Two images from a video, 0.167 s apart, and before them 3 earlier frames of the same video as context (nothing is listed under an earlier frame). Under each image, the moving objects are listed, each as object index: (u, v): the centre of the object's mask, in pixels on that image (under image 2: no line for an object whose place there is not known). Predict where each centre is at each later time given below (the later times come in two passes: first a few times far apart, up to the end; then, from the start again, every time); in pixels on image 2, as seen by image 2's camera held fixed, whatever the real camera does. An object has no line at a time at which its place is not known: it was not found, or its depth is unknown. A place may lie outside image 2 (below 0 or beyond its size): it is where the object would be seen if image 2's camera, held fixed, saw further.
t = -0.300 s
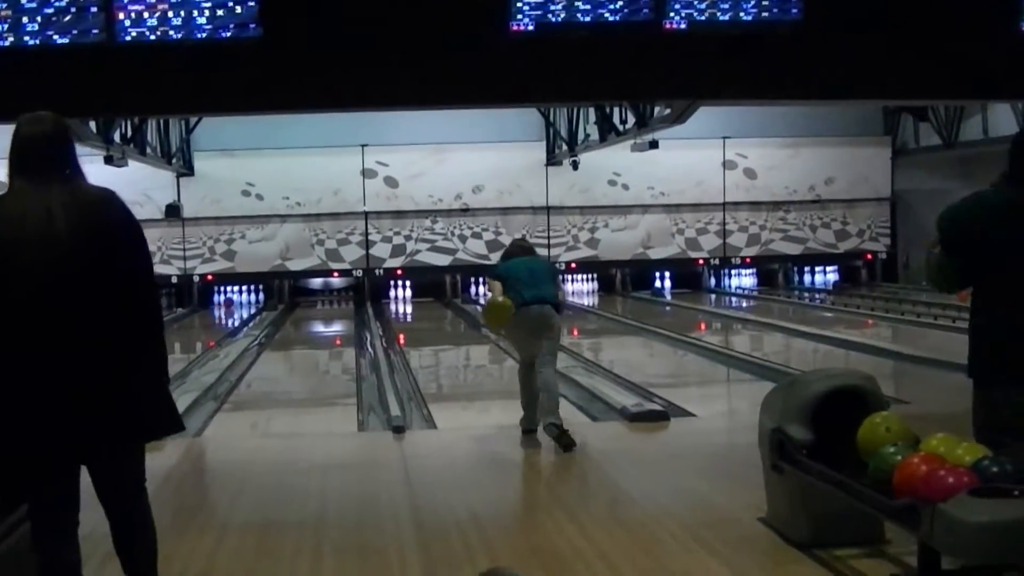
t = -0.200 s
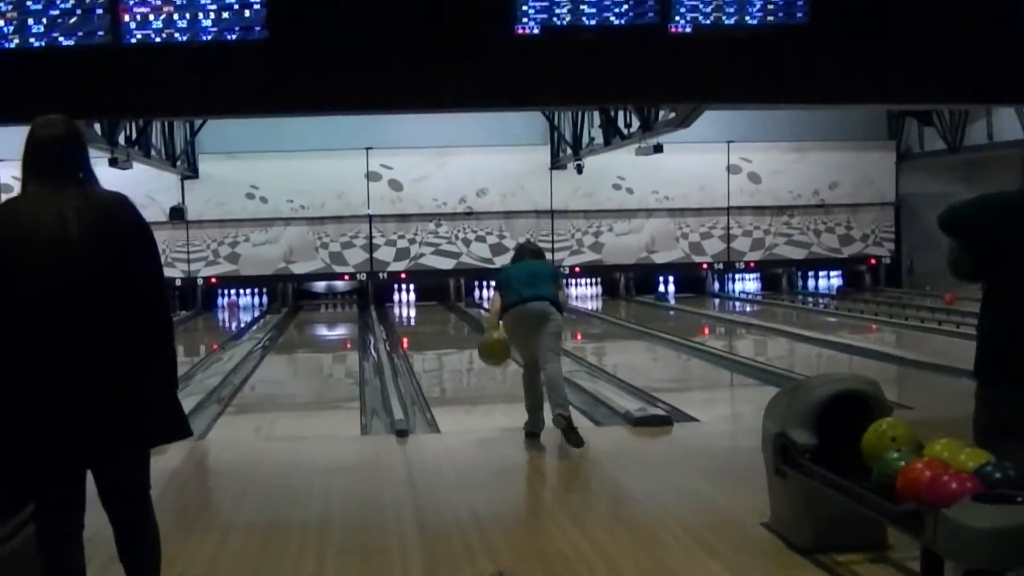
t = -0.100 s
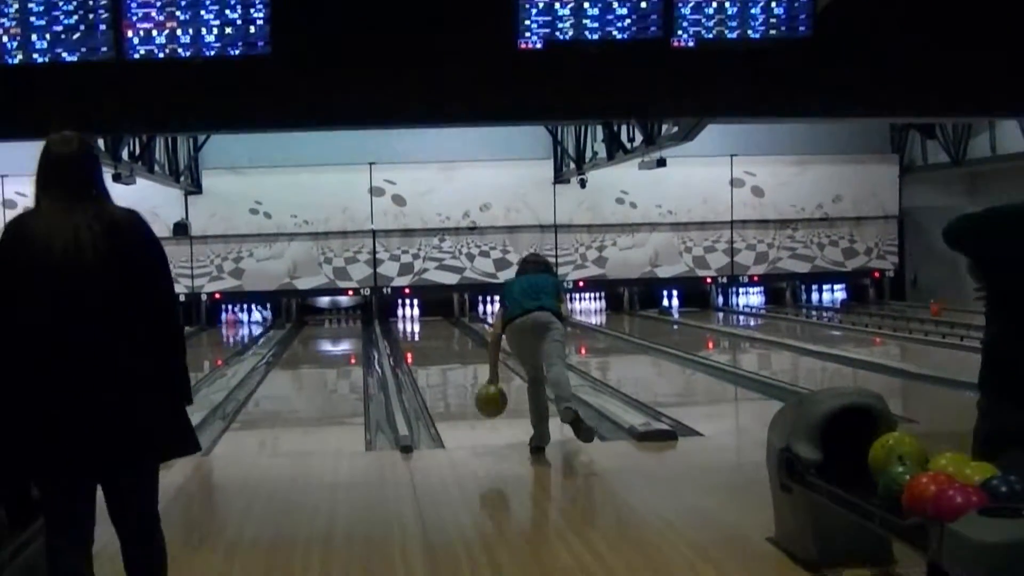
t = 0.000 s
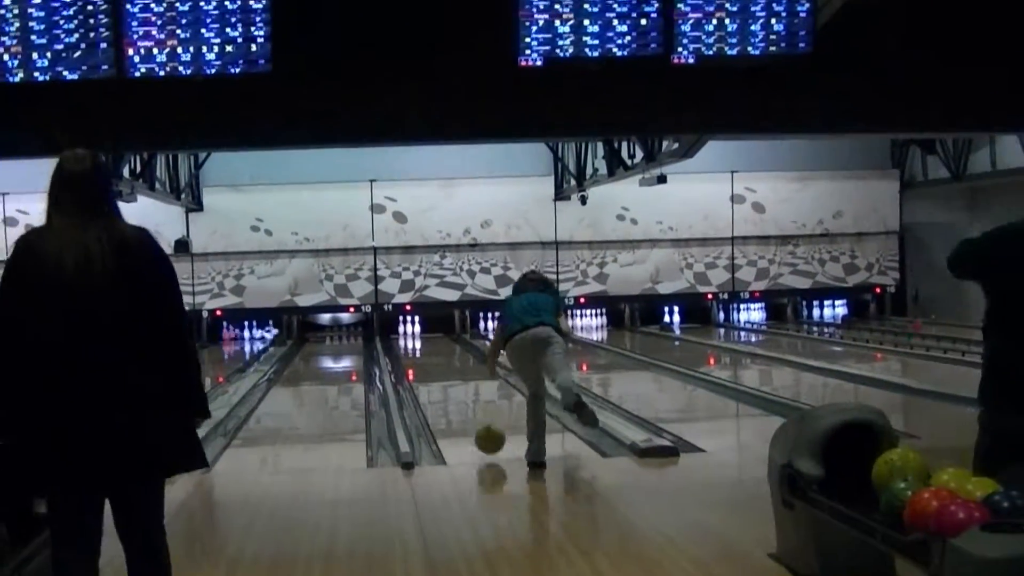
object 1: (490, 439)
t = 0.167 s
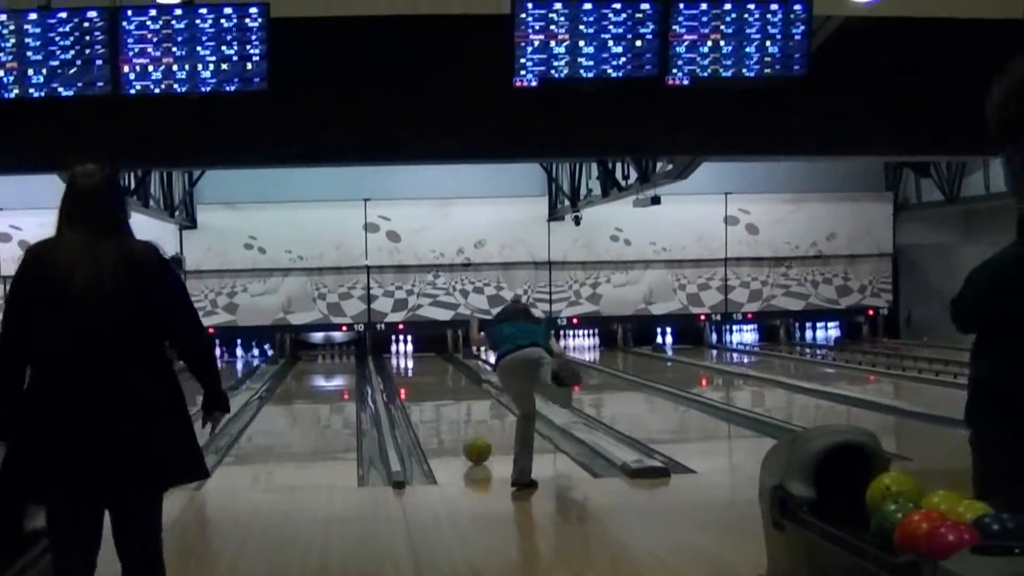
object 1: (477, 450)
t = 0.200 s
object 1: (476, 447)
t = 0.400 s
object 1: (472, 434)
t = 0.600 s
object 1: (471, 423)
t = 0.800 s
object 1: (466, 412)
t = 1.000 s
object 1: (464, 404)
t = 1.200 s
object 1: (462, 397)
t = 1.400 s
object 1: (460, 392)
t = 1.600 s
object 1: (459, 389)
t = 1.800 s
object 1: (456, 383)
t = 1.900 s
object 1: (457, 380)
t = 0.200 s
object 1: (476, 447)
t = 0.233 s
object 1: (475, 444)
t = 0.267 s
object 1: (474, 443)
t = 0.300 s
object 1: (474, 440)
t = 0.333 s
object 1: (473, 438)
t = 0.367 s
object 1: (473, 436)
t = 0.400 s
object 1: (472, 434)
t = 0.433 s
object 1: (471, 432)
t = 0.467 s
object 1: (471, 430)
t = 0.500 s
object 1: (470, 428)
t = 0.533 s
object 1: (470, 427)
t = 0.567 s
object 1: (469, 425)
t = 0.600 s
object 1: (471, 423)
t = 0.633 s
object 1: (468, 421)
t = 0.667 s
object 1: (468, 419)
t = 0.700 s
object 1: (467, 418)
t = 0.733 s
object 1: (467, 416)
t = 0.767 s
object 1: (466, 414)
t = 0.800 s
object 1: (466, 412)
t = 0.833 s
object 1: (466, 411)
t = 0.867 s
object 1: (465, 411)
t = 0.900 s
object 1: (465, 408)
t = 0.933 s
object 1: (465, 407)
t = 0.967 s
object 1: (464, 405)
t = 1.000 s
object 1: (464, 404)
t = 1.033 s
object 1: (464, 404)
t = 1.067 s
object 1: (464, 402)
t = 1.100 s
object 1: (463, 401)
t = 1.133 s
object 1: (463, 400)
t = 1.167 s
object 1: (463, 399)
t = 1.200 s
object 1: (462, 397)
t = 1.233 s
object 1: (462, 396)
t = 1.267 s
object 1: (461, 395)
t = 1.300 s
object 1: (461, 393)
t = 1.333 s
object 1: (461, 393)
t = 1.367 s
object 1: (461, 393)
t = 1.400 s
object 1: (460, 392)
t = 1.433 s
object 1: (460, 391)
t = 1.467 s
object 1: (460, 391)
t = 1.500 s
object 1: (459, 390)
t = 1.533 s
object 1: (459, 390)
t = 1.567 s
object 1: (459, 389)
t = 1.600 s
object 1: (459, 389)
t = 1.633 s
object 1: (458, 387)
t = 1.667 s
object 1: (458, 386)
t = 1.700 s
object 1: (458, 387)
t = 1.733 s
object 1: (457, 385)
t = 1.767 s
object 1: (456, 384)
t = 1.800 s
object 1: (456, 383)
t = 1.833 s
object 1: (456, 383)
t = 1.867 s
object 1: (457, 380)
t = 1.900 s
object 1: (457, 380)
